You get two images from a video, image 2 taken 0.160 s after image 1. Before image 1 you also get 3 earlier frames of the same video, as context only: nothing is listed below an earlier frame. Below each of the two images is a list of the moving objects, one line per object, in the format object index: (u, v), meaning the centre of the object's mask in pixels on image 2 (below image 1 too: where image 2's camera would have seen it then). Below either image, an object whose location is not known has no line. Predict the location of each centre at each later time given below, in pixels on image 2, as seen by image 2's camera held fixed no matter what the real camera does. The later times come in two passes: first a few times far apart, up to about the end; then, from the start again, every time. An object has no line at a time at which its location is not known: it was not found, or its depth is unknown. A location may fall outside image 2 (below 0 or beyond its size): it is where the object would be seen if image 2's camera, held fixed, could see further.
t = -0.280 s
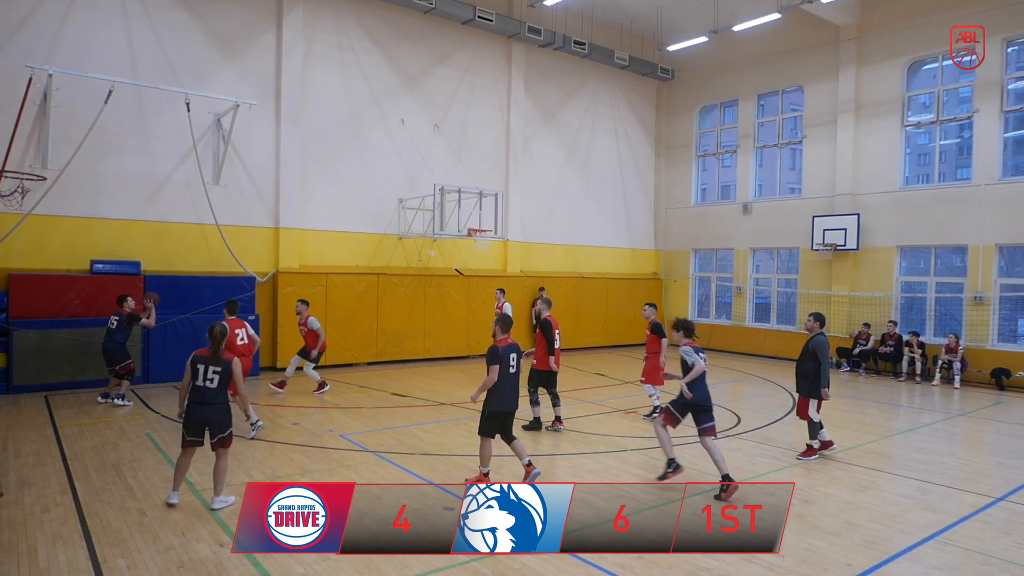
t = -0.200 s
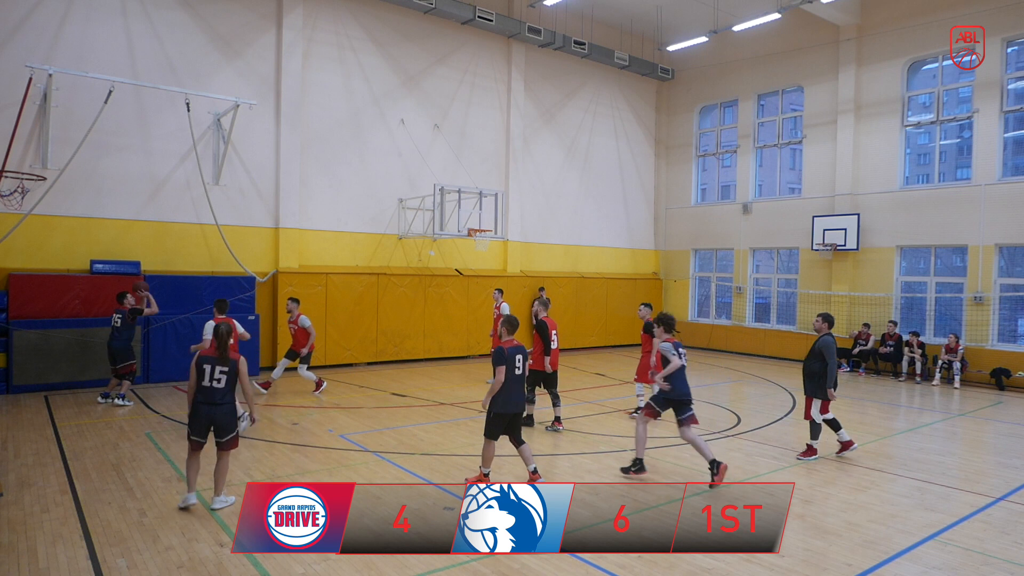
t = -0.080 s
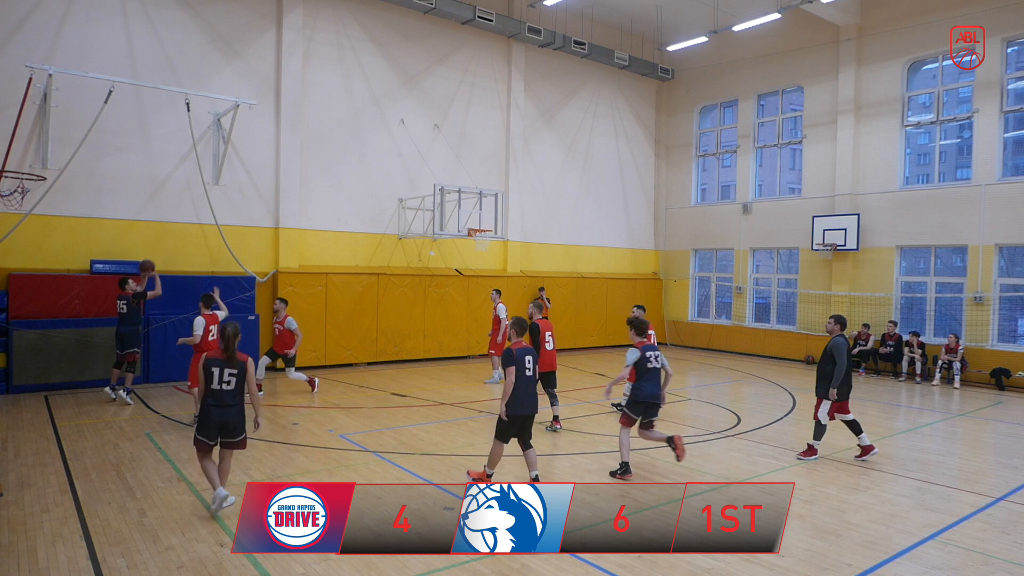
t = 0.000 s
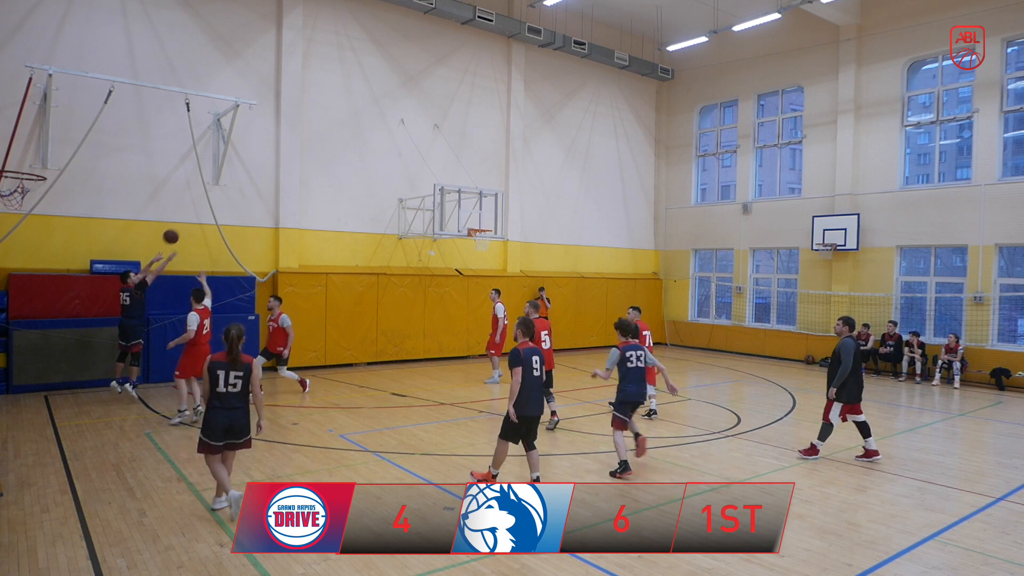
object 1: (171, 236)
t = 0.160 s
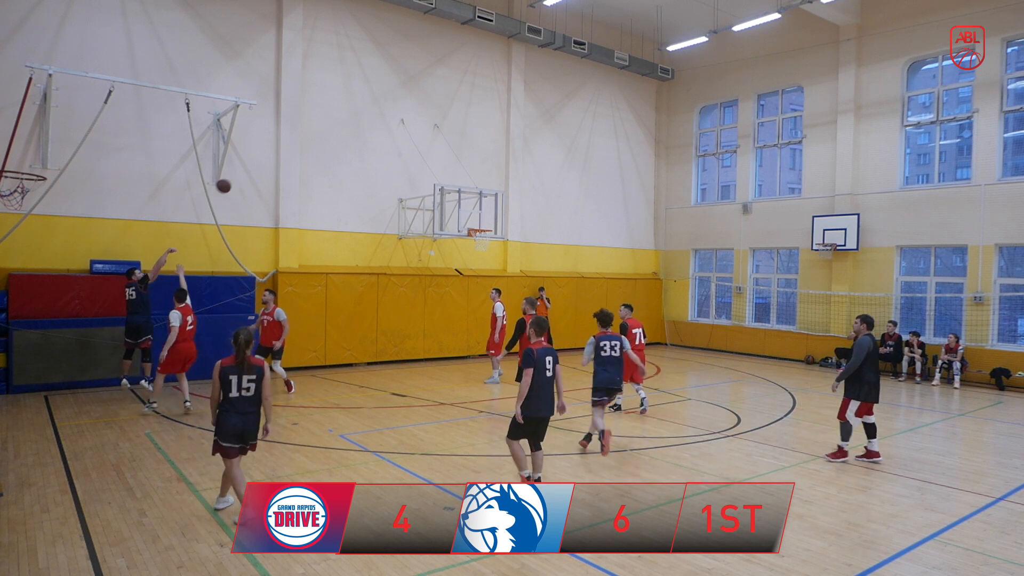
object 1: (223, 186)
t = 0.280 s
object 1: (260, 160)
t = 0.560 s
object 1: (338, 135)
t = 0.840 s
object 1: (405, 153)
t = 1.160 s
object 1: (469, 215)
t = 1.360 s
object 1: (492, 247)
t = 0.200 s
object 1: (236, 176)
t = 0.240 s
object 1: (248, 167)
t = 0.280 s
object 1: (260, 160)
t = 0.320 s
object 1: (272, 154)
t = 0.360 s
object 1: (284, 148)
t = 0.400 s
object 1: (295, 144)
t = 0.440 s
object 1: (306, 140)
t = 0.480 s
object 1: (317, 138)
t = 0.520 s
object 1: (328, 136)
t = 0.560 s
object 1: (338, 135)
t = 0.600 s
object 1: (348, 136)
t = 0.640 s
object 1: (358, 136)
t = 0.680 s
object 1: (368, 138)
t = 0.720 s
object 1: (377, 141)
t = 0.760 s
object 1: (387, 144)
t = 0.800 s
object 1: (396, 148)
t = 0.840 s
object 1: (405, 153)
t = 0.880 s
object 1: (413, 158)
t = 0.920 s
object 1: (422, 164)
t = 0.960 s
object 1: (430, 171)
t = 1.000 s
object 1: (438, 179)
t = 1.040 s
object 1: (447, 187)
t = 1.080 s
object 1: (455, 195)
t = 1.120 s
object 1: (462, 205)
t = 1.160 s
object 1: (469, 215)
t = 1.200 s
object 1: (477, 225)
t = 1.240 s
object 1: (484, 236)
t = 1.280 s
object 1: (489, 243)
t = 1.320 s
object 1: (490, 245)
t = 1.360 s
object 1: (492, 247)
